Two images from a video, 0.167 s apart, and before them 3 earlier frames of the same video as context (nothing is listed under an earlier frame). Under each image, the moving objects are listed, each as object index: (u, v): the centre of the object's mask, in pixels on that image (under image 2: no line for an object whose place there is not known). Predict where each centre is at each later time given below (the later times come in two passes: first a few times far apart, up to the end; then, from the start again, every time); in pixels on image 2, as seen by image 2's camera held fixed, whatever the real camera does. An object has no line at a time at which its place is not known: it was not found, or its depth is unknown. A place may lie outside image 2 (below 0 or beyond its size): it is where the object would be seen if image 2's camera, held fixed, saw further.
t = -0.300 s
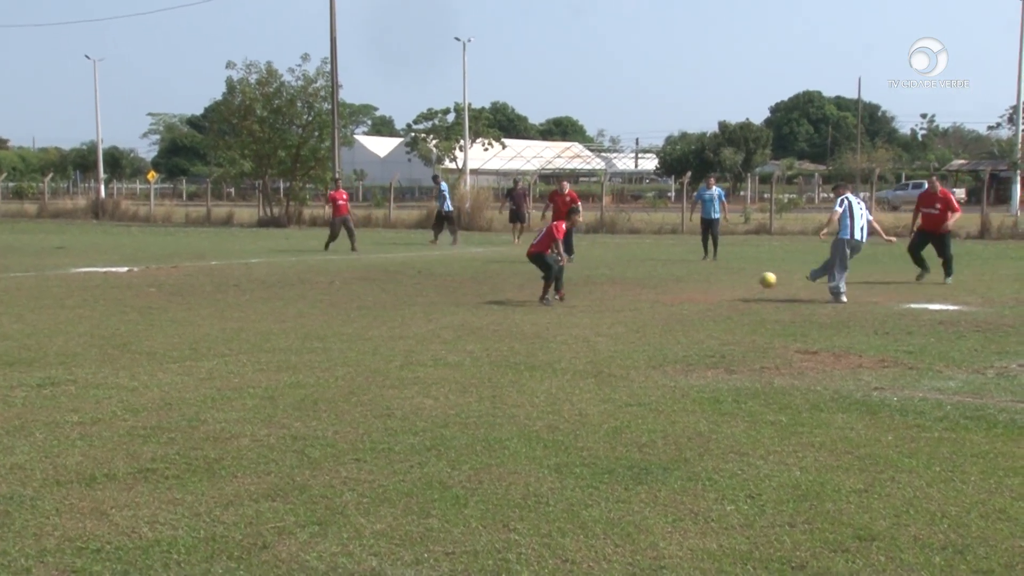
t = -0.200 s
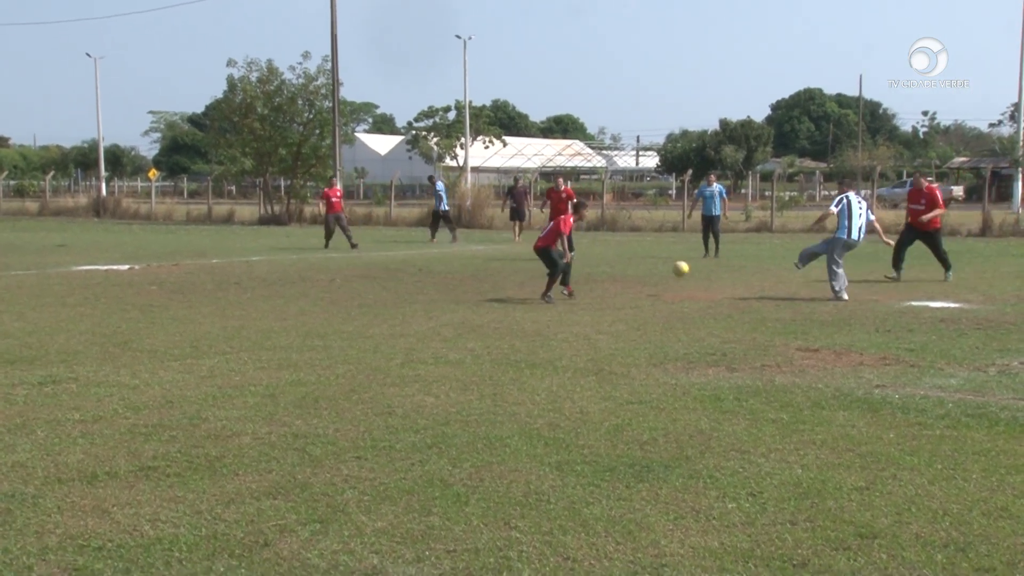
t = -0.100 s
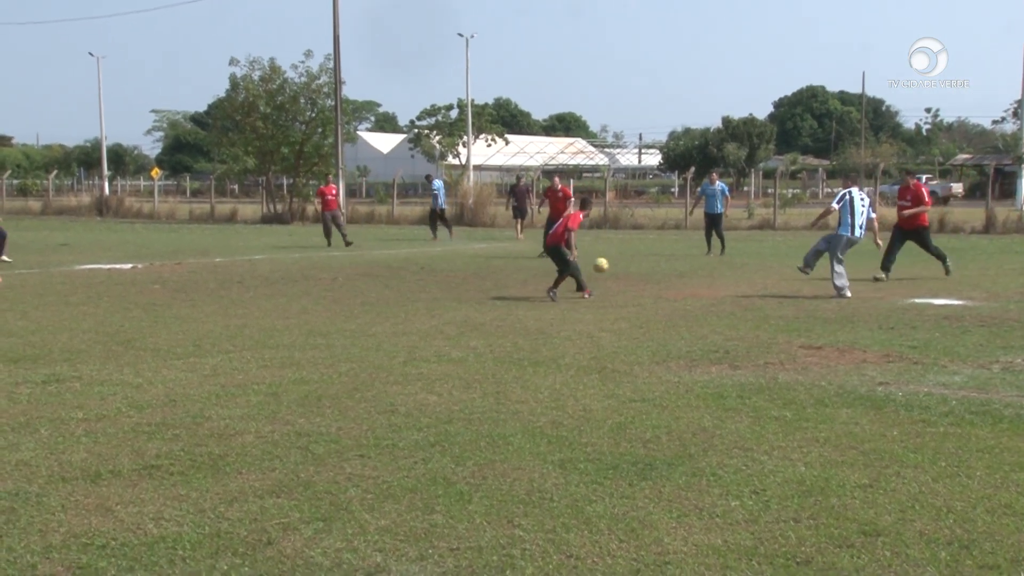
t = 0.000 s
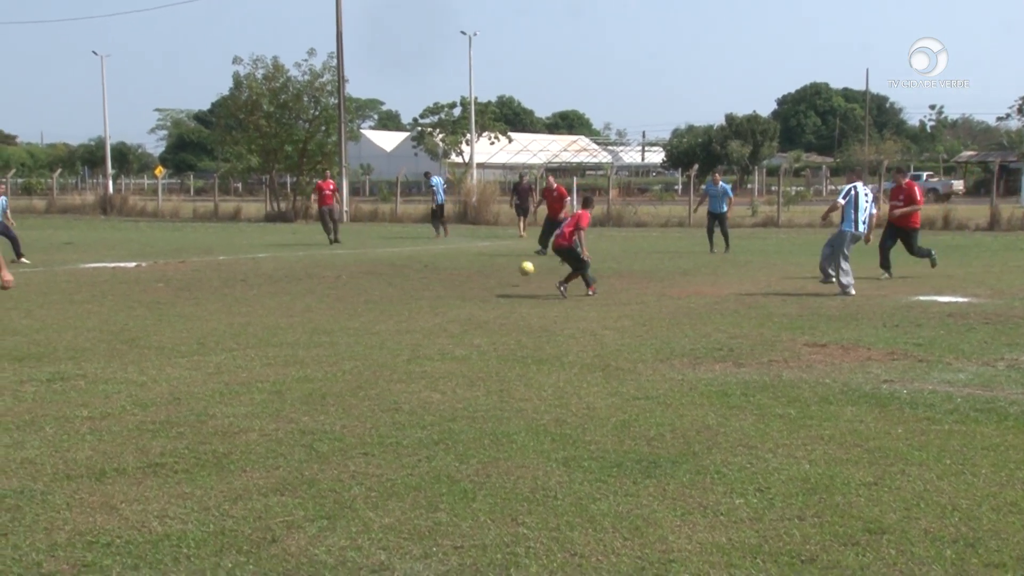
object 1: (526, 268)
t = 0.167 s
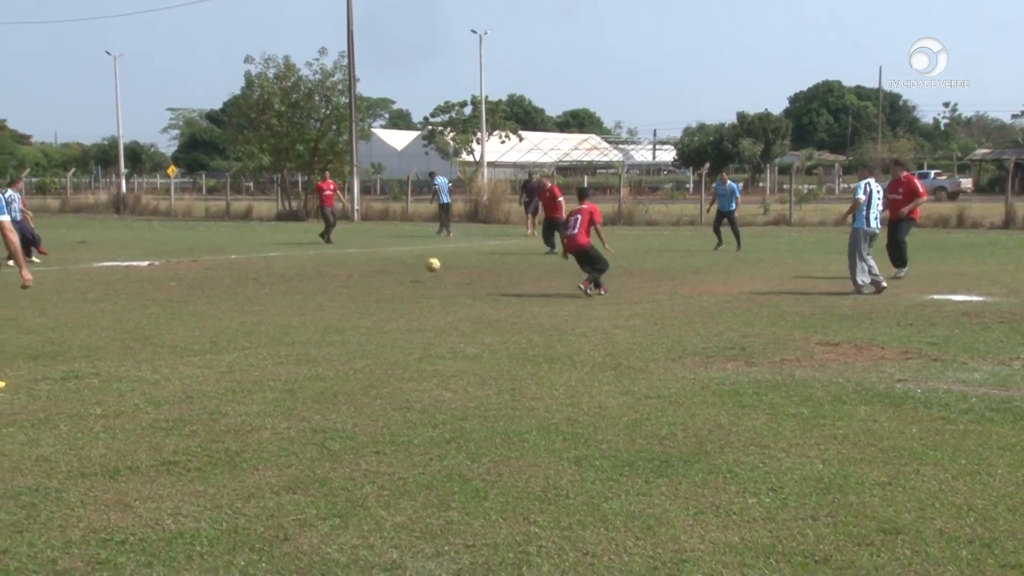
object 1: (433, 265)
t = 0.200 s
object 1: (417, 261)
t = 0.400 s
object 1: (324, 251)
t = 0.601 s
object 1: (238, 268)
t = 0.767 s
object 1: (178, 263)
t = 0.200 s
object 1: (417, 261)
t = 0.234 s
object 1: (401, 257)
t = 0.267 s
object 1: (385, 255)
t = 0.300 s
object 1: (370, 253)
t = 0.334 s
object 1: (355, 252)
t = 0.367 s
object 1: (340, 251)
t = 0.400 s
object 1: (324, 251)
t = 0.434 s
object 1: (310, 252)
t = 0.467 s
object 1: (295, 254)
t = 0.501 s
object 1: (281, 257)
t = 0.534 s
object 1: (266, 260)
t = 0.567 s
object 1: (252, 264)
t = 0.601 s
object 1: (238, 268)
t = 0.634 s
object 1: (224, 271)
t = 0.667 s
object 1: (213, 268)
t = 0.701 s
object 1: (201, 265)
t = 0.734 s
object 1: (189, 263)
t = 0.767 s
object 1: (178, 263)
